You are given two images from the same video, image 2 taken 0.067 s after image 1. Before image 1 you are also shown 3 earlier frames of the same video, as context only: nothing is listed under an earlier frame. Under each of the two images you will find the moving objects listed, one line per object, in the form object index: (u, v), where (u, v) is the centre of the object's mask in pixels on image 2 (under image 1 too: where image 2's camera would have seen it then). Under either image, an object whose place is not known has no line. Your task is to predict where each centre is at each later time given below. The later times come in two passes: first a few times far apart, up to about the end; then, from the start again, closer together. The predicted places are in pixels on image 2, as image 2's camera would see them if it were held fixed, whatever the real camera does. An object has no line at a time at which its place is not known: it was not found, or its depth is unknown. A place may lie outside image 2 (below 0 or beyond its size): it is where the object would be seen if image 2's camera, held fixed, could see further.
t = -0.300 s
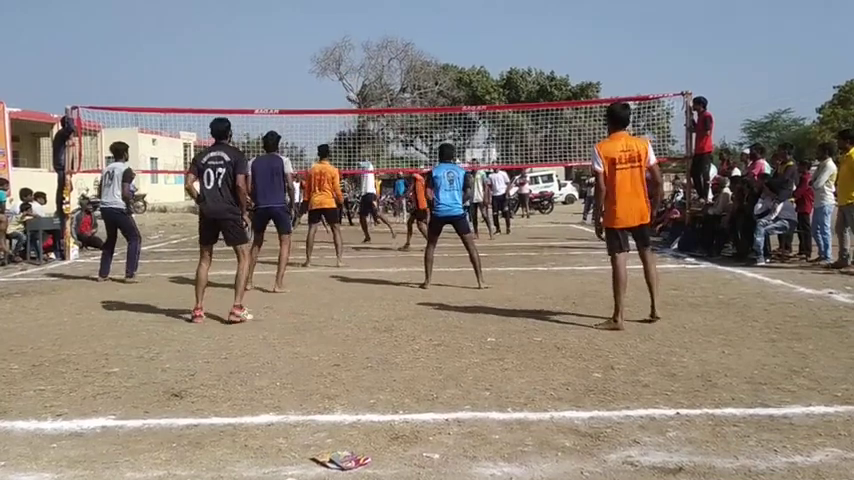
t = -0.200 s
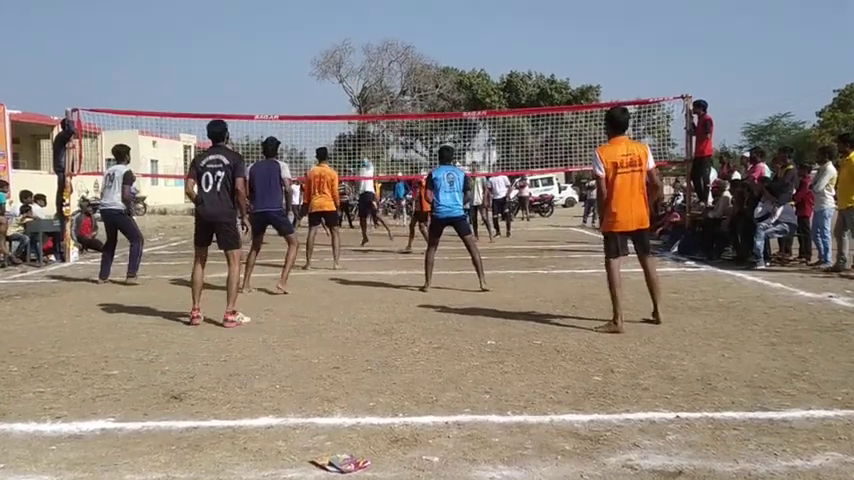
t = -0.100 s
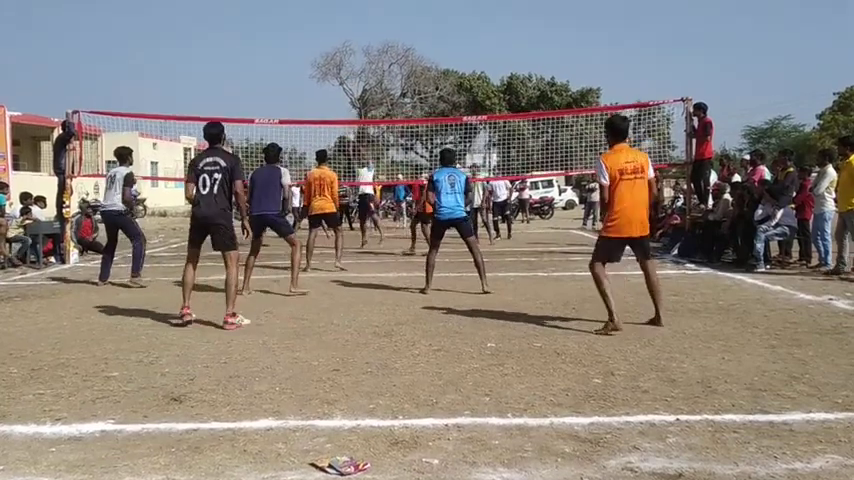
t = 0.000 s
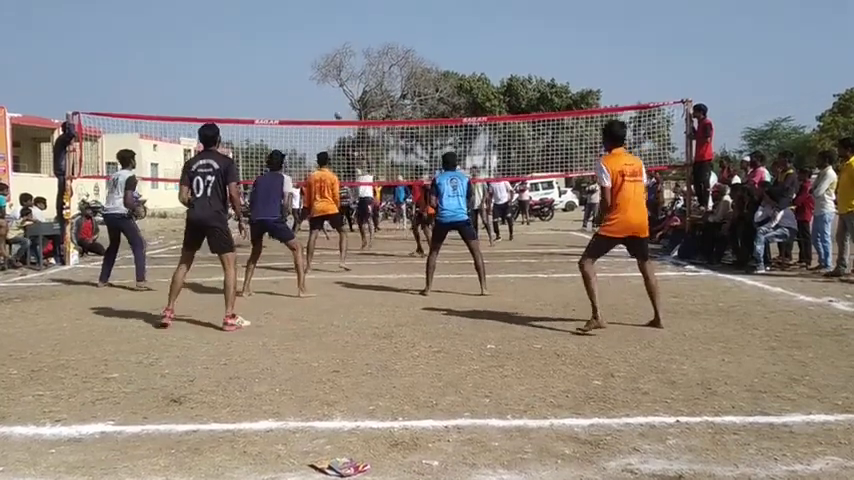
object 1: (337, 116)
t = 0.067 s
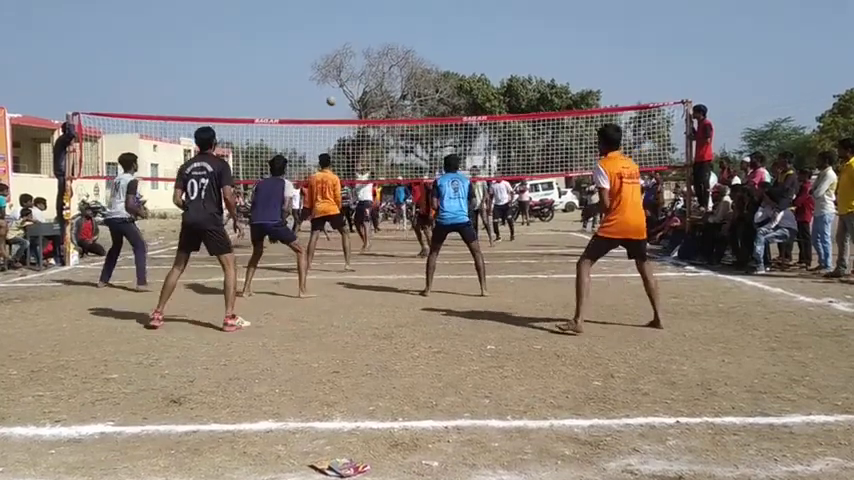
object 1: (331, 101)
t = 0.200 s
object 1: (313, 76)
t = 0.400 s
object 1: (280, 56)
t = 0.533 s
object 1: (251, 58)
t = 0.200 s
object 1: (313, 76)
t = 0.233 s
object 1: (307, 71)
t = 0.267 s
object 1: (303, 67)
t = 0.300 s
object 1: (298, 62)
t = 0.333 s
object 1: (292, 60)
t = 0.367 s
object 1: (286, 57)
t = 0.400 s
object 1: (280, 56)
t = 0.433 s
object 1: (273, 54)
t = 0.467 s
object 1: (266, 54)
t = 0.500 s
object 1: (259, 55)
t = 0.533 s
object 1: (251, 58)
